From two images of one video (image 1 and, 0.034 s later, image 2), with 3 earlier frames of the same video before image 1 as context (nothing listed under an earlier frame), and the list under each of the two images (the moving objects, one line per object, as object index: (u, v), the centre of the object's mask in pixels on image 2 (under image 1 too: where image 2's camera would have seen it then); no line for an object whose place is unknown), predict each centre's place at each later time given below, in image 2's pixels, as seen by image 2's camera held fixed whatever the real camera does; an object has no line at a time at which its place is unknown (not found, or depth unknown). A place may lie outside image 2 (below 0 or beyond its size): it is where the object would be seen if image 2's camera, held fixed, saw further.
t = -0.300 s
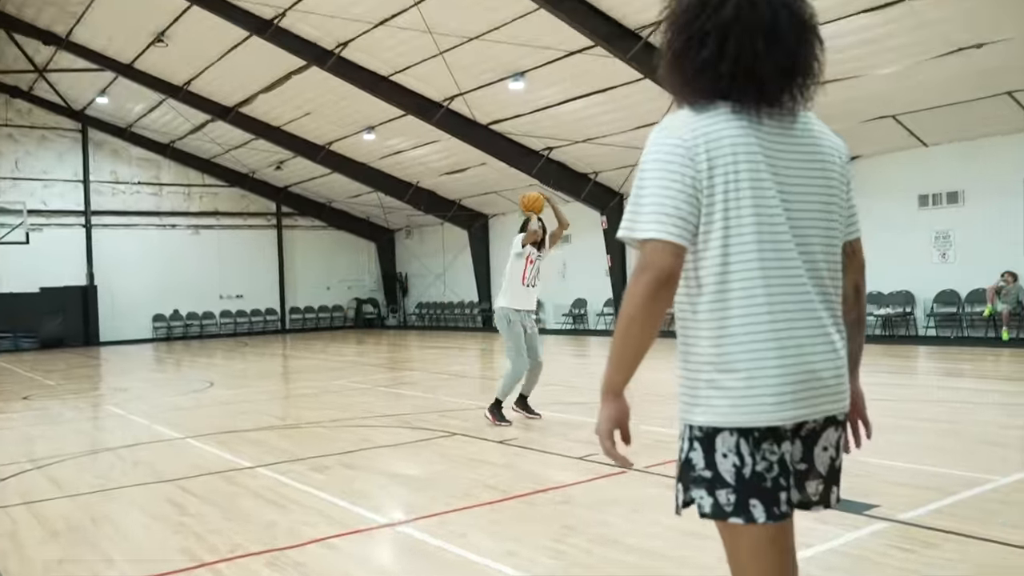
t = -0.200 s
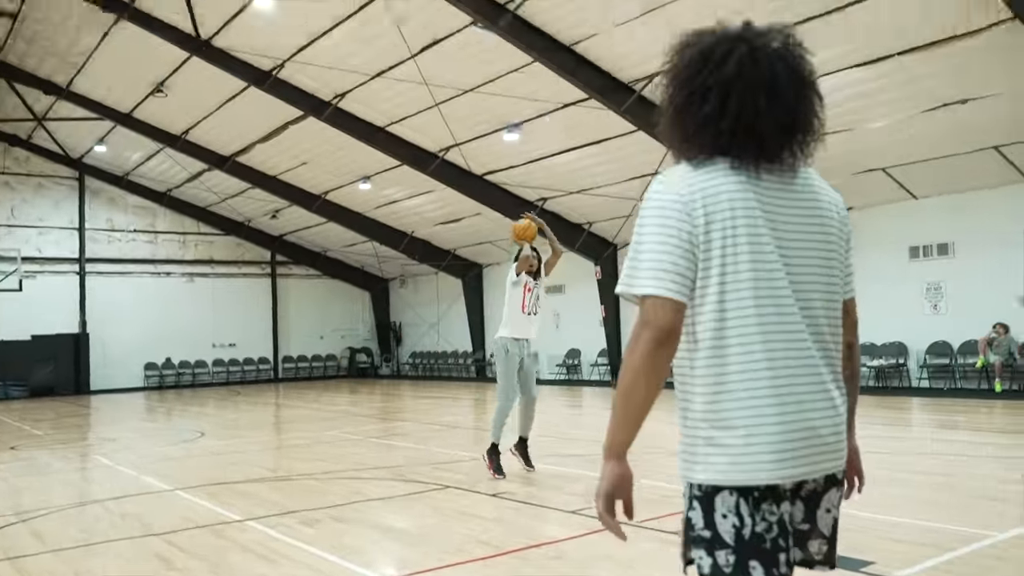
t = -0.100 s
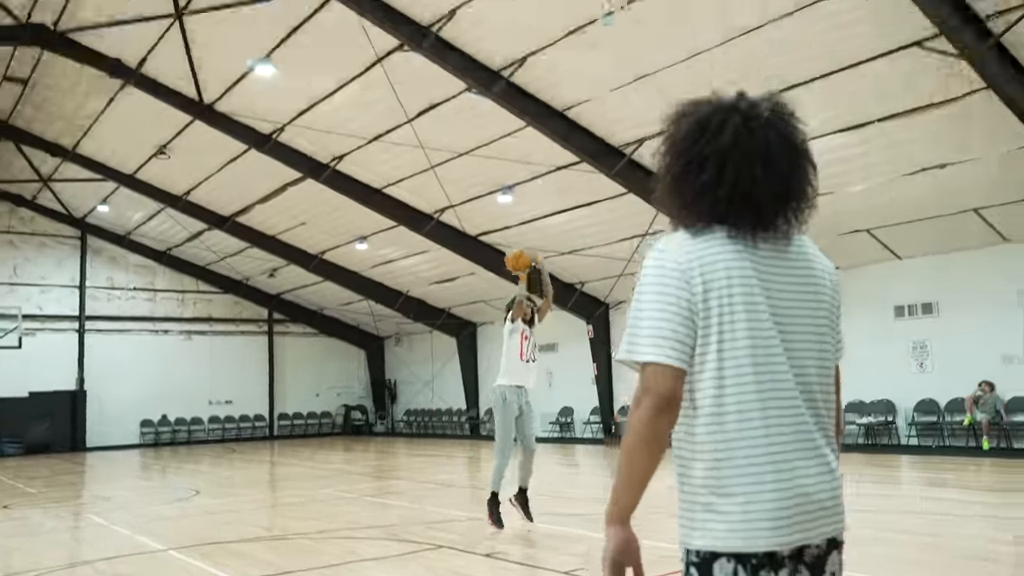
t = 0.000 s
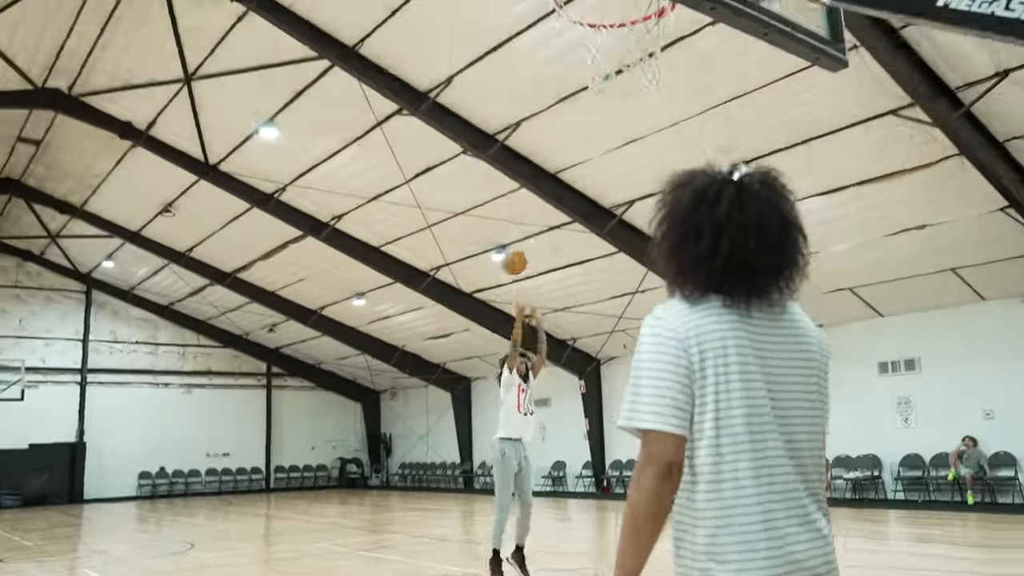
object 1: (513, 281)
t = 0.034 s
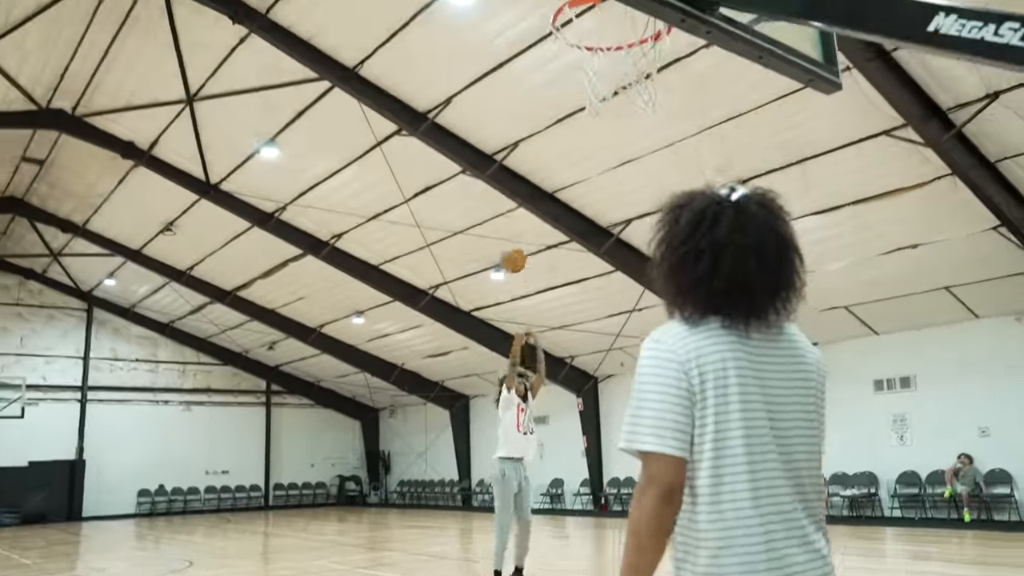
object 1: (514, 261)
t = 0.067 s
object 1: (514, 241)
